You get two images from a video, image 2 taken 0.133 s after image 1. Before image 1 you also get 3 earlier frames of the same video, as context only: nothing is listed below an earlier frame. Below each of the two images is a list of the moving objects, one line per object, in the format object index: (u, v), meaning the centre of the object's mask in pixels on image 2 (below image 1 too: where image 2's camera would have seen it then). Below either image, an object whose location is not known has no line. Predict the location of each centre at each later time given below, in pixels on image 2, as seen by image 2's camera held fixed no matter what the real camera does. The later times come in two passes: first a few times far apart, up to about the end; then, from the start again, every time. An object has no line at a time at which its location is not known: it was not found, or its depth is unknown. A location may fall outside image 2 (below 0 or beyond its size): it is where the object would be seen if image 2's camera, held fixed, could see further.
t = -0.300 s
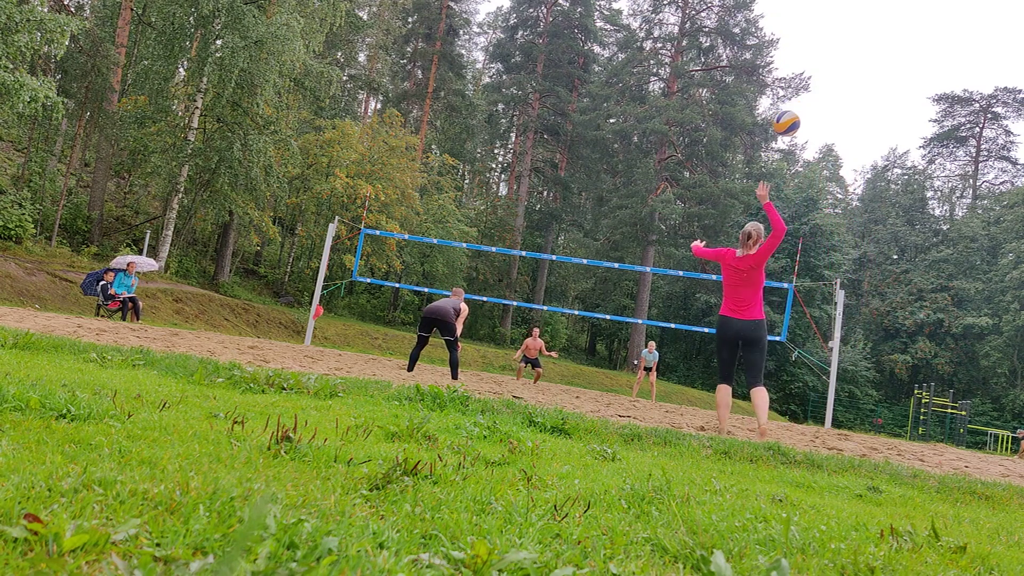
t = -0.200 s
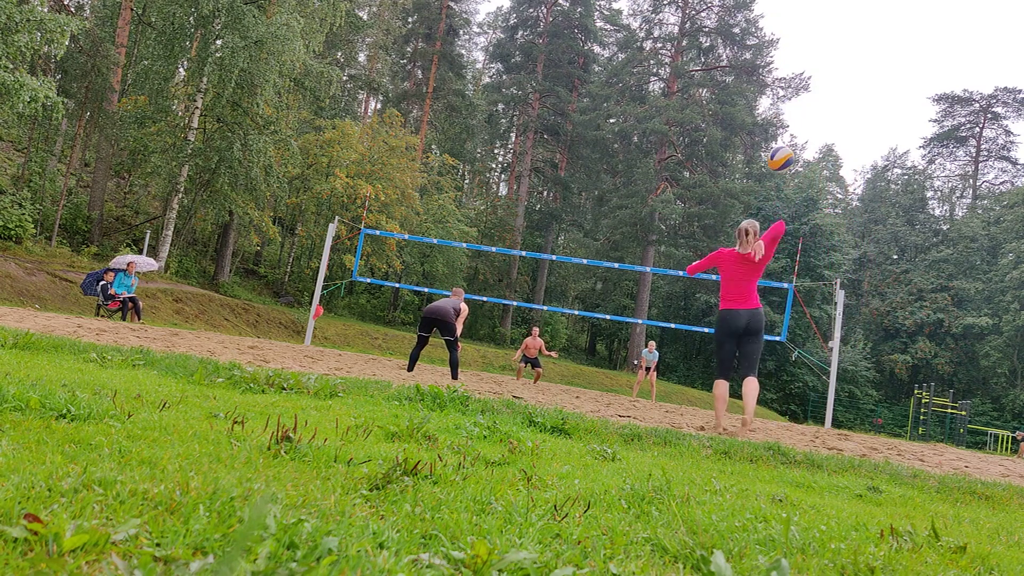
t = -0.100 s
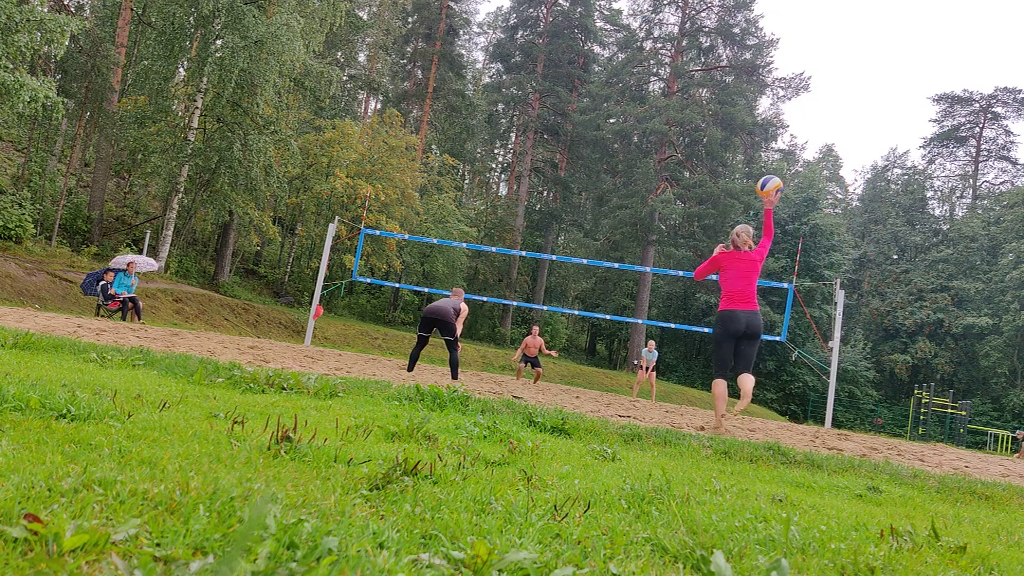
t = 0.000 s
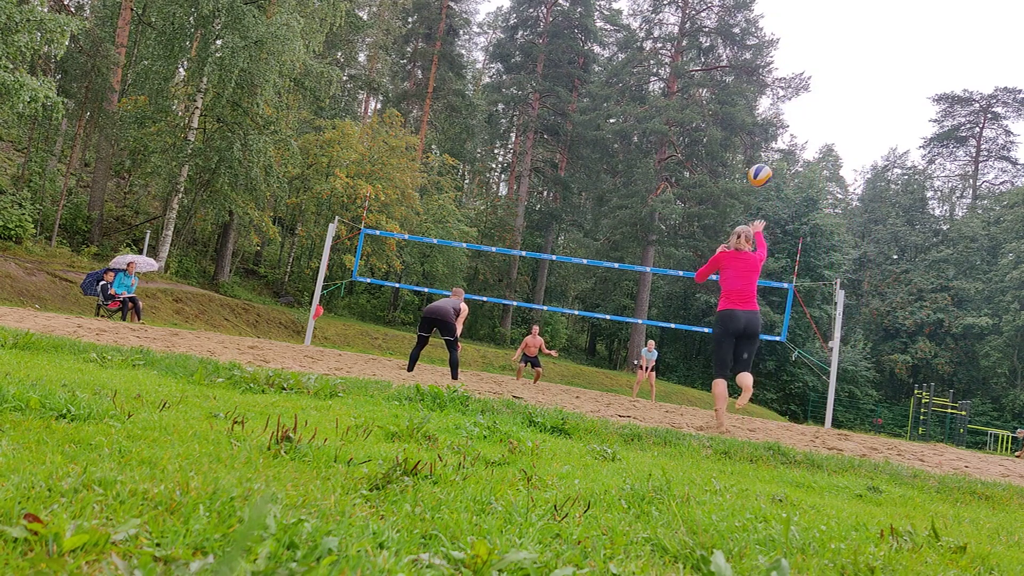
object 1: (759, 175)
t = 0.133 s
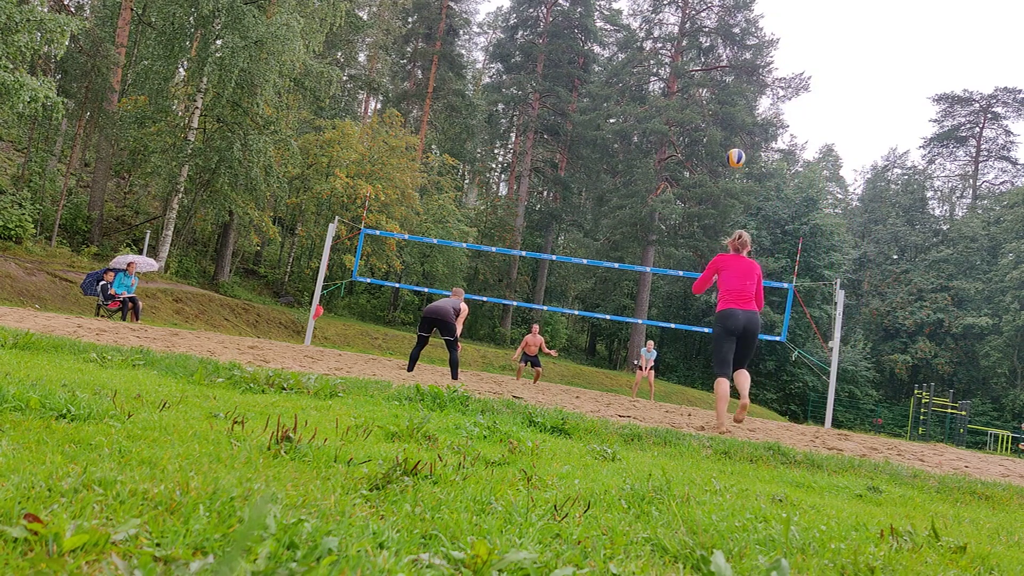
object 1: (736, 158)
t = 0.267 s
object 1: (721, 160)
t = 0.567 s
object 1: (695, 193)
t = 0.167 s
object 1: (734, 157)
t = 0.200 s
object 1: (727, 157)
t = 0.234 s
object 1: (724, 158)
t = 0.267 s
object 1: (721, 160)
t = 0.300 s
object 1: (717, 162)
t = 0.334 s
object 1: (715, 164)
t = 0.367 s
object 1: (712, 167)
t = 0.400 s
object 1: (709, 170)
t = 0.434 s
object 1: (706, 174)
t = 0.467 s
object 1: (703, 178)
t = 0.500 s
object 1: (700, 183)
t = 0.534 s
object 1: (697, 188)
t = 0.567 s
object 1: (695, 193)
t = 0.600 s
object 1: (692, 199)
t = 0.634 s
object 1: (689, 209)
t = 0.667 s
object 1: (688, 212)
